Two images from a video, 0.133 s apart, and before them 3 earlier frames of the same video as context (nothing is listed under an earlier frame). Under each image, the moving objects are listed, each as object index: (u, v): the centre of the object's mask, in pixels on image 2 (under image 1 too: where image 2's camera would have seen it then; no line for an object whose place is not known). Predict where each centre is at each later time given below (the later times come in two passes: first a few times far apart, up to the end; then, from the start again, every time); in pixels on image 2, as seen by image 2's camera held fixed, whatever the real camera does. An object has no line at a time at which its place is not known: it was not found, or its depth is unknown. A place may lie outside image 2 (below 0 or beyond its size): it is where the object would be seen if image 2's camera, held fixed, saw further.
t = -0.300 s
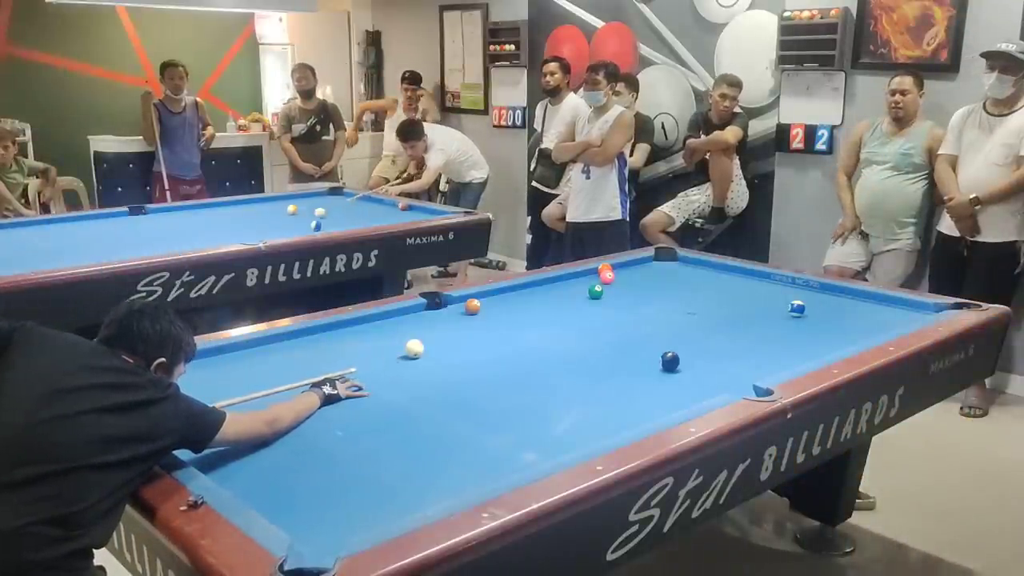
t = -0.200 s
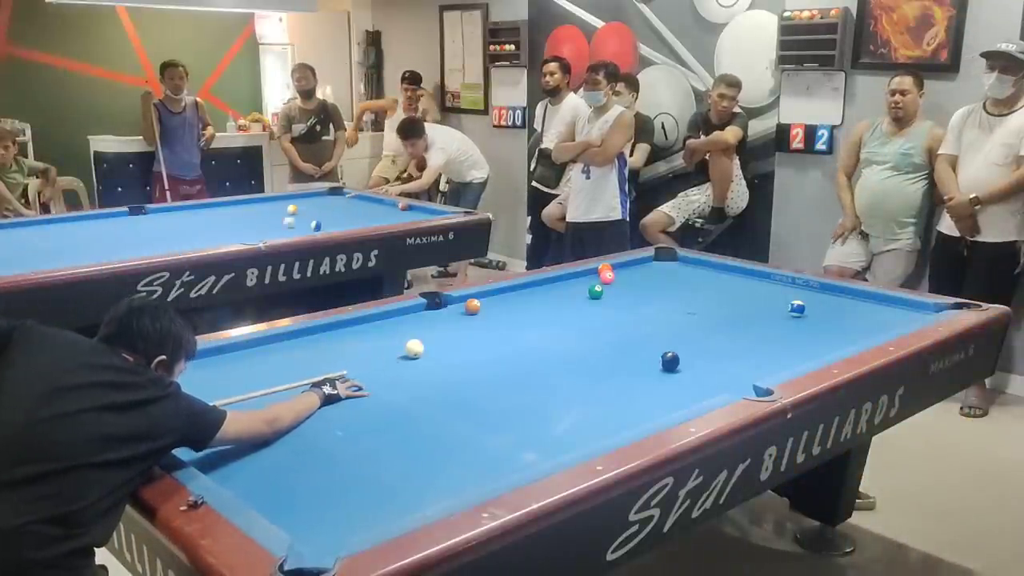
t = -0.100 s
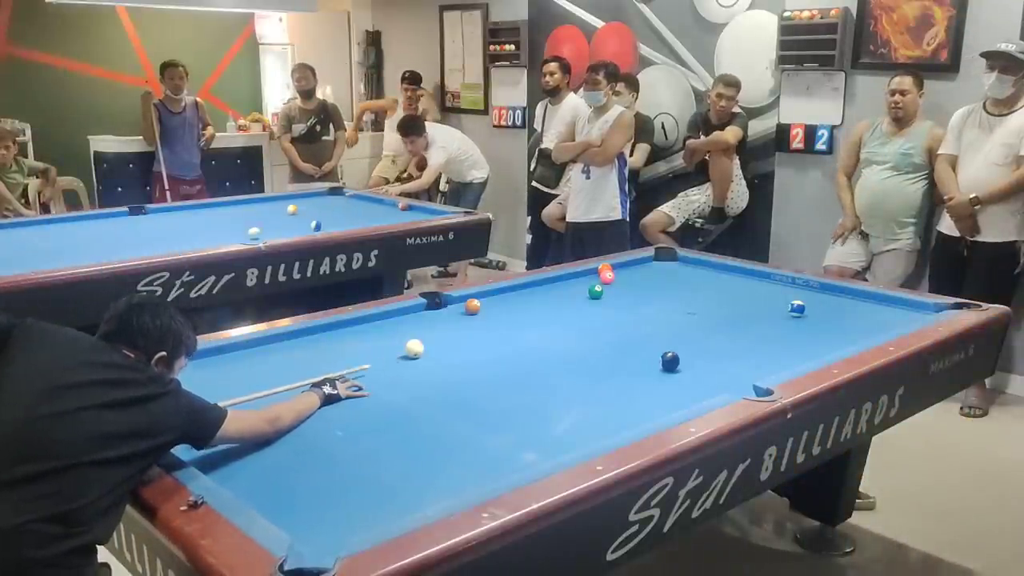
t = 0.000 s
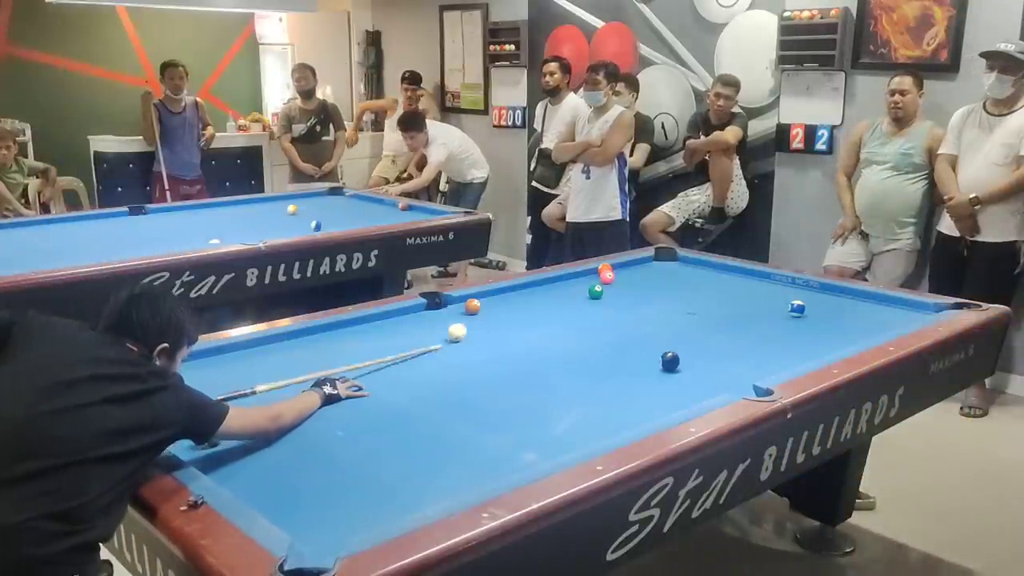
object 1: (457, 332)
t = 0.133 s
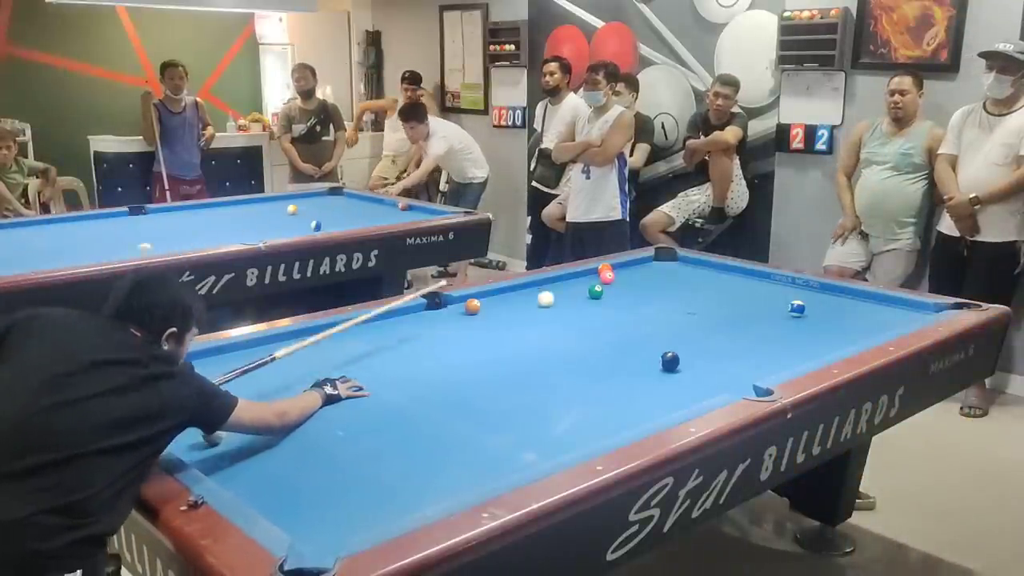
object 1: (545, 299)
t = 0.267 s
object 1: (598, 278)
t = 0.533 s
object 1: (584, 280)
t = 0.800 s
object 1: (570, 283)
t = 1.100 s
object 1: (555, 285)
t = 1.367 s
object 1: (543, 287)
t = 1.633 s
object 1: (532, 288)
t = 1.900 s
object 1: (523, 290)
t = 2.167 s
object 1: (515, 292)
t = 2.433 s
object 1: (508, 293)
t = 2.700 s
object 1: (503, 294)
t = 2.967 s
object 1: (500, 295)
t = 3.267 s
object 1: (497, 296)
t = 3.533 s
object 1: (496, 296)
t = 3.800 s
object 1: (496, 296)
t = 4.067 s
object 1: (496, 296)
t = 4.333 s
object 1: (496, 296)
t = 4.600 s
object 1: (496, 296)
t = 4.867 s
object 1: (496, 296)
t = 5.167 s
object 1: (496, 296)
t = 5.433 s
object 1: (496, 296)
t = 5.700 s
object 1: (496, 296)
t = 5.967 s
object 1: (496, 296)
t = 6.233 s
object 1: (496, 296)
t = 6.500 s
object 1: (496, 296)
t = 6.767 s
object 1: (496, 296)
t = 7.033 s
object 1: (496, 296)
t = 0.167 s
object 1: (563, 292)
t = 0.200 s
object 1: (579, 286)
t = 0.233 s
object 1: (594, 280)
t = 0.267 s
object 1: (598, 278)
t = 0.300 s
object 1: (597, 278)
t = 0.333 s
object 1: (595, 279)
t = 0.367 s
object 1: (593, 279)
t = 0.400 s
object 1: (592, 279)
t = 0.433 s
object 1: (590, 279)
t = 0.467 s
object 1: (588, 280)
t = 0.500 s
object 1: (586, 280)
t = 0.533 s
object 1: (584, 280)
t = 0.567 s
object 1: (582, 281)
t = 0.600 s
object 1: (580, 281)
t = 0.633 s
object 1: (578, 281)
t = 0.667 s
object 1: (577, 282)
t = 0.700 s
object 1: (575, 282)
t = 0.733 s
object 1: (573, 282)
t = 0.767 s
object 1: (571, 282)
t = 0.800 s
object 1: (570, 283)
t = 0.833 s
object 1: (568, 283)
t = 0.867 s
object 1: (566, 283)
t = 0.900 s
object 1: (565, 284)
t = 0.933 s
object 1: (563, 284)
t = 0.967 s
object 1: (561, 284)
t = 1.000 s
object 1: (560, 284)
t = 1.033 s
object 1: (558, 285)
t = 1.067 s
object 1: (556, 285)
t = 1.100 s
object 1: (555, 285)
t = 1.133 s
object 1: (553, 285)
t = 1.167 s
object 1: (552, 286)
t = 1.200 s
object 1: (550, 286)
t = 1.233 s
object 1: (549, 286)
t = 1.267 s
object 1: (547, 286)
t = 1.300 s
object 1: (546, 286)
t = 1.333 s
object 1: (544, 287)
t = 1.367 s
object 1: (543, 287)
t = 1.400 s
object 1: (542, 287)
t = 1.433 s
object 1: (540, 288)
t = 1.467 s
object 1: (539, 288)
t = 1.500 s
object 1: (537, 288)
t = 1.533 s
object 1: (536, 288)
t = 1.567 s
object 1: (535, 288)
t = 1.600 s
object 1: (534, 288)
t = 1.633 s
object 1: (532, 288)
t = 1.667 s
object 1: (531, 289)
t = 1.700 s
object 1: (530, 289)
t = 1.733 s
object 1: (528, 289)
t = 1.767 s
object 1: (527, 289)
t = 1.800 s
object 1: (526, 290)
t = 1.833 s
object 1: (525, 290)
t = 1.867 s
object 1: (524, 290)
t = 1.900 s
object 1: (523, 290)
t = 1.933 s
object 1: (522, 290)
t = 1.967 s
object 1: (521, 290)
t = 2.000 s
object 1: (520, 291)
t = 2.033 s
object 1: (519, 291)
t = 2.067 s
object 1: (518, 291)
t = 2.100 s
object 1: (517, 291)
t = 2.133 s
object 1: (516, 291)
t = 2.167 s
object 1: (515, 292)
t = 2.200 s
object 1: (514, 292)
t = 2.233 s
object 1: (513, 292)
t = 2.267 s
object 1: (512, 292)
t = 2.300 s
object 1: (511, 292)
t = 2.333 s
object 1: (511, 292)
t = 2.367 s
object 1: (510, 293)
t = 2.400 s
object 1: (509, 293)
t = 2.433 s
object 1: (508, 293)
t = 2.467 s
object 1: (507, 293)
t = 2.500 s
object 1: (507, 293)
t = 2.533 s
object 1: (506, 293)
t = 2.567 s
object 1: (505, 293)
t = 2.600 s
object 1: (505, 293)
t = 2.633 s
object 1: (504, 294)
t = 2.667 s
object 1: (504, 294)
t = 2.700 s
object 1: (503, 294)
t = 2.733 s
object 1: (503, 294)
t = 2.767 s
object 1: (502, 294)
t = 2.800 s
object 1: (502, 294)
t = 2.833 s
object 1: (501, 294)
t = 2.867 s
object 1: (501, 294)
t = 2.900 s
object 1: (500, 294)
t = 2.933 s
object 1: (500, 295)
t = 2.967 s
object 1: (500, 295)
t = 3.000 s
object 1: (499, 295)
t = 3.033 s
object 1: (499, 295)
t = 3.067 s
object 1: (499, 295)
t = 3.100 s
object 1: (498, 295)
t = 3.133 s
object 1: (498, 295)
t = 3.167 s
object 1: (498, 295)
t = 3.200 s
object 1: (497, 295)
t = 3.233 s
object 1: (497, 296)
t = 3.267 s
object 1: (497, 296)
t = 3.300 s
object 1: (497, 296)
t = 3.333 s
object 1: (497, 296)
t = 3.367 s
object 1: (497, 296)
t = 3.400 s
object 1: (496, 296)
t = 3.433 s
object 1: (496, 296)
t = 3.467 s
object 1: (496, 296)
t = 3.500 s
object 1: (496, 296)
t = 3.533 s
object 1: (496, 296)
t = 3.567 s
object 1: (496, 296)
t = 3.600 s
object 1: (496, 296)
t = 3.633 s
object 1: (496, 296)
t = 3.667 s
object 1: (496, 296)
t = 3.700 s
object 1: (496, 296)
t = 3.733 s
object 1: (496, 296)
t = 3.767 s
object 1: (496, 296)
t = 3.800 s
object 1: (496, 296)
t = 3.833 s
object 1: (496, 296)
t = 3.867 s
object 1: (496, 296)
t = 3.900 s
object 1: (496, 296)
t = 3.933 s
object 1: (496, 296)
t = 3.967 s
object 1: (496, 296)
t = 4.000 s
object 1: (496, 296)
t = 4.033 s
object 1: (496, 296)
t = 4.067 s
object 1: (496, 296)
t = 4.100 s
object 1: (496, 296)
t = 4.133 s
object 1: (496, 296)
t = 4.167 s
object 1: (496, 296)
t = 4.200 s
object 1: (496, 296)
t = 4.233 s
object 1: (496, 296)
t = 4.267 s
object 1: (496, 296)
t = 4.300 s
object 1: (496, 296)
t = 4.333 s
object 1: (496, 296)
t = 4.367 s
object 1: (496, 296)
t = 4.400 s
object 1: (496, 296)
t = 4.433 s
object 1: (496, 296)
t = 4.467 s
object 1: (496, 296)
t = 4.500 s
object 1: (496, 296)
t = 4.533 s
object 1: (496, 296)
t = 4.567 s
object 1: (496, 296)
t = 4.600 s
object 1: (496, 296)
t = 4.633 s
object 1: (496, 296)
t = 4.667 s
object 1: (496, 296)
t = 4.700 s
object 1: (496, 296)
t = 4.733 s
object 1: (496, 296)
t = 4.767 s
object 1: (496, 296)
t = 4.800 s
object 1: (496, 296)
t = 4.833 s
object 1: (496, 296)
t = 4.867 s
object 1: (496, 296)
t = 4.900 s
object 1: (496, 296)
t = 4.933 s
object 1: (496, 296)
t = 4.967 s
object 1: (496, 296)
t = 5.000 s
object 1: (496, 296)
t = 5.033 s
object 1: (496, 296)
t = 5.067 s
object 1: (496, 296)
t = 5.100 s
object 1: (496, 296)
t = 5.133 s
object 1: (496, 296)
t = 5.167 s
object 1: (496, 296)
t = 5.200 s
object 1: (496, 296)
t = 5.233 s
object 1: (496, 296)
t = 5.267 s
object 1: (496, 296)
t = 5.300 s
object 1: (496, 296)
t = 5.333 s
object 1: (496, 296)
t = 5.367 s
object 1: (496, 296)
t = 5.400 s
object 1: (496, 296)
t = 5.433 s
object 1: (496, 296)
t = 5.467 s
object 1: (496, 296)
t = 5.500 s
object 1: (496, 296)
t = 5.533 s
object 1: (496, 296)
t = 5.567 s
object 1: (496, 296)
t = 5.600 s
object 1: (496, 296)
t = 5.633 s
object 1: (496, 296)
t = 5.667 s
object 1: (496, 296)
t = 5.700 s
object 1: (496, 296)
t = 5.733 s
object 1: (496, 296)
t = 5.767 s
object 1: (496, 296)
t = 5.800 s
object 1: (496, 296)
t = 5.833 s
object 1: (496, 296)
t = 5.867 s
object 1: (496, 296)
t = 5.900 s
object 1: (496, 296)
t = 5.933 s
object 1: (496, 296)
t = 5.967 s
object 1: (496, 296)
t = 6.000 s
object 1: (496, 296)
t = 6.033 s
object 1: (496, 296)
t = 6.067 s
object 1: (496, 296)
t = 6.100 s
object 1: (496, 296)
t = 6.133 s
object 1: (496, 296)
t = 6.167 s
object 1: (496, 296)
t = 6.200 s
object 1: (496, 296)
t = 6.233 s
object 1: (496, 296)
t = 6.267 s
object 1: (496, 296)
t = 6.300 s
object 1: (496, 296)
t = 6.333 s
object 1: (496, 296)
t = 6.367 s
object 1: (496, 296)
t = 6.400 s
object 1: (496, 296)
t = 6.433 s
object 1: (496, 296)
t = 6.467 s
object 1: (496, 296)
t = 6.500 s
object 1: (496, 296)
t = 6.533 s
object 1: (496, 296)
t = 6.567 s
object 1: (496, 296)
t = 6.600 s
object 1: (496, 296)
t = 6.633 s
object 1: (496, 296)
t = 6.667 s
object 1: (496, 296)
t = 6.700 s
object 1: (496, 296)
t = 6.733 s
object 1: (496, 296)
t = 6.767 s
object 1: (496, 296)
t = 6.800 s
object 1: (496, 296)
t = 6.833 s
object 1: (496, 296)
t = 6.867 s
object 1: (496, 296)
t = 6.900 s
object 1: (496, 296)
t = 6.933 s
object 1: (496, 296)
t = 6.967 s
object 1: (496, 296)
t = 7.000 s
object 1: (496, 296)
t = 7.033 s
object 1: (496, 296)
